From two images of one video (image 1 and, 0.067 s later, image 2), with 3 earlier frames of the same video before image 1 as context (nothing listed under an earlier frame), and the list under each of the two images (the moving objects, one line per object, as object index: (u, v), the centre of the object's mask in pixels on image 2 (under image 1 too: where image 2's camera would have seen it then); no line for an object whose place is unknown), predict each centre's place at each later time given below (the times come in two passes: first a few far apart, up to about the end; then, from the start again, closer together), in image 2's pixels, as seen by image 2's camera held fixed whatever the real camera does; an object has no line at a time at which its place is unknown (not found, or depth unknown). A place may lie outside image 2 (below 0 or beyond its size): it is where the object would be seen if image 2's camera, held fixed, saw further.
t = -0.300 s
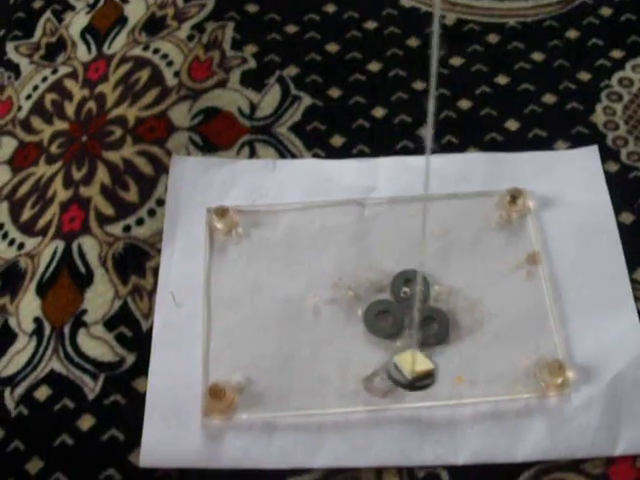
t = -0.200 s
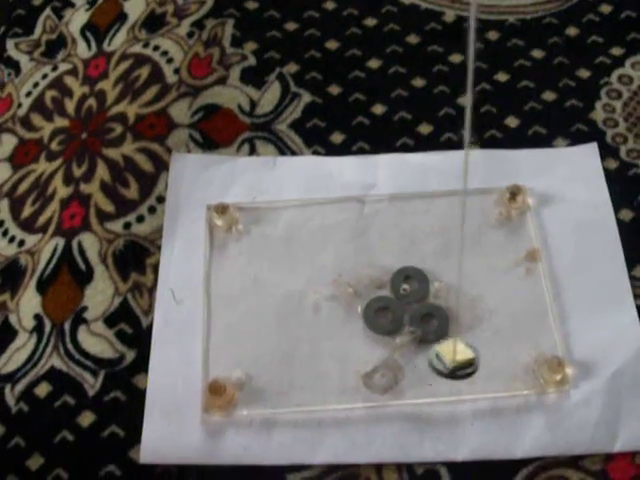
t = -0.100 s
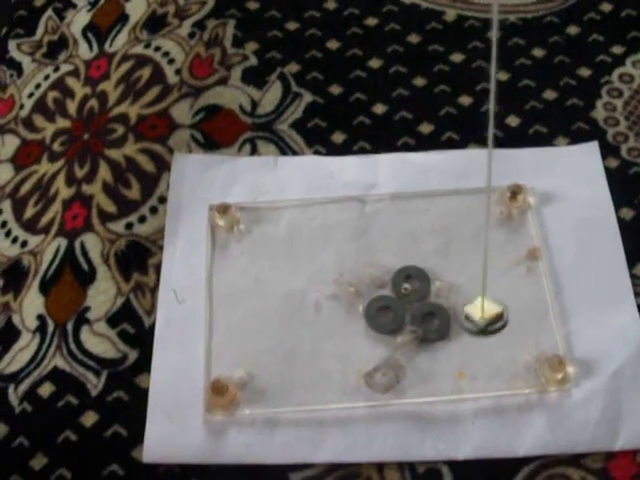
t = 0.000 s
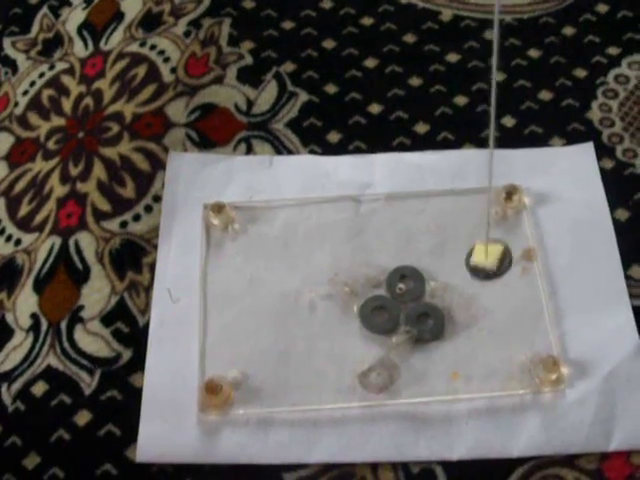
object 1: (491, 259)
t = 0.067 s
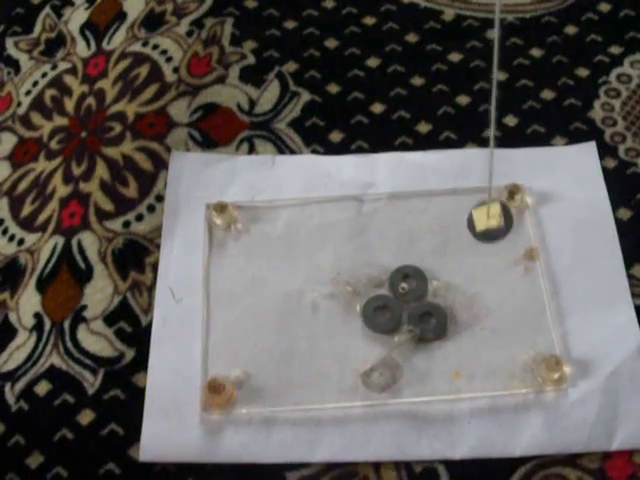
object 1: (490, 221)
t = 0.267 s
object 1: (448, 153)
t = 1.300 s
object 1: (506, 202)
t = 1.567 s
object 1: (422, 189)
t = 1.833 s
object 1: (291, 242)
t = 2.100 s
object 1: (340, 295)
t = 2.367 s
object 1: (504, 283)
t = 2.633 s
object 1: (493, 229)
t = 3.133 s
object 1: (317, 211)
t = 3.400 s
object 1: (372, 320)
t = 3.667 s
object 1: (465, 356)
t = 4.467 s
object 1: (418, 240)
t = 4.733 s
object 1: (400, 330)
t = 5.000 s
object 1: (395, 329)
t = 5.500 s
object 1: (441, 282)
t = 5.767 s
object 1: (447, 325)
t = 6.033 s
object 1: (374, 313)
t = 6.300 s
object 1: (302, 237)
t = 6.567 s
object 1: (374, 209)
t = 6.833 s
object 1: (470, 246)
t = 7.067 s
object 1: (481, 302)
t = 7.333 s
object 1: (344, 314)
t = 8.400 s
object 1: (415, 334)
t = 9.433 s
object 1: (454, 273)
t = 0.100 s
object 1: (487, 203)
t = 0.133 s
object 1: (482, 188)
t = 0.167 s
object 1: (476, 174)
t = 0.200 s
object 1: (468, 165)
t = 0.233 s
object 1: (459, 157)
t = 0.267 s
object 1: (448, 153)
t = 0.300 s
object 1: (436, 154)
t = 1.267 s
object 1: (505, 213)
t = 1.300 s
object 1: (506, 202)
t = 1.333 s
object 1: (505, 194)
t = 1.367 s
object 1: (499, 187)
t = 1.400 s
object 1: (492, 183)
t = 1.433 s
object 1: (481, 180)
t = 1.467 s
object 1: (469, 180)
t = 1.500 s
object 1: (455, 181)
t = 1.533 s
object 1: (439, 184)
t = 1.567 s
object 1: (422, 189)
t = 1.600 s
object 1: (406, 194)
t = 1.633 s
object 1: (388, 200)
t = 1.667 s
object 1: (370, 206)
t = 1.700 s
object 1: (352, 212)
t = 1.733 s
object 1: (334, 219)
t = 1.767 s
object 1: (317, 226)
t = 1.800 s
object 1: (303, 234)
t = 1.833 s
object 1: (291, 242)
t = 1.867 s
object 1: (283, 250)
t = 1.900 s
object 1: (279, 258)
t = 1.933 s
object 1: (279, 266)
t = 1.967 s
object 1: (283, 274)
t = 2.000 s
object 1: (292, 281)
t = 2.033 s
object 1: (305, 287)
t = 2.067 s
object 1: (322, 291)
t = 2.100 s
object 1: (340, 295)
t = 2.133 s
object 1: (362, 297)
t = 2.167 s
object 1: (384, 296)
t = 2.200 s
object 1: (407, 295)
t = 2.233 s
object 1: (427, 295)
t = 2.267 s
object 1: (450, 294)
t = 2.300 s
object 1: (471, 292)
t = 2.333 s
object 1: (490, 287)
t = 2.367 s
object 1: (504, 283)
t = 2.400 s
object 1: (517, 275)
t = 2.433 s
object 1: (526, 268)
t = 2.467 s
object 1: (530, 261)
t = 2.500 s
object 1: (530, 254)
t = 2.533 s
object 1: (526, 247)
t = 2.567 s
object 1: (518, 241)
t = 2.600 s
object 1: (507, 235)
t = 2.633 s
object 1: (493, 229)
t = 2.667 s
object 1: (478, 224)
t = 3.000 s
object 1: (335, 190)
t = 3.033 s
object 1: (327, 193)
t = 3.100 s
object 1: (318, 203)
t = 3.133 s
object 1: (317, 211)
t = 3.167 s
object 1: (318, 220)
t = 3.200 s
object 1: (322, 232)
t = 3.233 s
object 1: (327, 244)
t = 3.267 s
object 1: (334, 259)
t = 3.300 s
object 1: (342, 273)
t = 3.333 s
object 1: (349, 289)
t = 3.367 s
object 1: (360, 304)
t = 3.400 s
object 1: (372, 320)
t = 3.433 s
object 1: (385, 334)
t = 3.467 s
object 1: (398, 347)
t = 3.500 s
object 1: (411, 357)
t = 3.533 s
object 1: (424, 365)
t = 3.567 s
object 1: (436, 369)
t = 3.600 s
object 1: (449, 369)
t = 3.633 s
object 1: (458, 364)
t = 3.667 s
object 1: (465, 356)
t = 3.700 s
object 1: (470, 344)
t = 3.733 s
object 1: (473, 330)
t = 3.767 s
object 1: (474, 315)
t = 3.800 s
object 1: (473, 298)
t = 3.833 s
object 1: (470, 282)
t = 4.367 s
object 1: (426, 207)
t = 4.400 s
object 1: (423, 218)
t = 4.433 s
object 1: (421, 229)
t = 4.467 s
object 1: (418, 240)
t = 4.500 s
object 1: (416, 250)
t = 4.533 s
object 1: (413, 261)
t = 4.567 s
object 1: (411, 273)
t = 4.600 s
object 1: (410, 284)
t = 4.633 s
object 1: (406, 296)
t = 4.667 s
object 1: (404, 308)
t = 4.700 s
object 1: (402, 320)
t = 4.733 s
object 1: (400, 330)
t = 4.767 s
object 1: (398, 337)
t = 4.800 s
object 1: (397, 343)
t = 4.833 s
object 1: (396, 347)
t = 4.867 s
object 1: (395, 347)
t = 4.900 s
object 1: (394, 345)
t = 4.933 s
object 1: (394, 341)
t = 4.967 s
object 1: (394, 336)
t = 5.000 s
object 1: (395, 329)
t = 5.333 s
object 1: (424, 275)
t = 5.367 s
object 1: (427, 274)
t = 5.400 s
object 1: (430, 274)
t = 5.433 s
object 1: (433, 276)
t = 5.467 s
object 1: (438, 278)
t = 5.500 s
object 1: (441, 282)
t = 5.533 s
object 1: (444, 286)
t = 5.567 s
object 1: (447, 291)
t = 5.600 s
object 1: (450, 297)
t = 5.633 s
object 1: (451, 303)
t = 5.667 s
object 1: (452, 308)
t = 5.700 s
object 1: (453, 314)
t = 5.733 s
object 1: (450, 320)
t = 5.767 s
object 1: (447, 325)
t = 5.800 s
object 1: (441, 327)
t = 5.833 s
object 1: (436, 329)
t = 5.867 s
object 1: (429, 328)
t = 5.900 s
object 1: (419, 330)
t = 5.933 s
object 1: (407, 327)
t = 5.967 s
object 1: (395, 324)
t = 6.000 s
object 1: (381, 318)
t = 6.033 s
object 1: (374, 313)
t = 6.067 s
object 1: (355, 305)
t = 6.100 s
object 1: (342, 296)
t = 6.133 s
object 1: (332, 287)
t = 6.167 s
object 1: (322, 276)
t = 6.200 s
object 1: (313, 266)
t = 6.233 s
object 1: (307, 256)
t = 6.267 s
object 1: (303, 246)
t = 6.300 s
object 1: (302, 237)
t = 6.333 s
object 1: (303, 228)
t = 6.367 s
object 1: (308, 221)
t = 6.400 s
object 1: (315, 215)
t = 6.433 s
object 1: (324, 211)
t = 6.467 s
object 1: (335, 209)
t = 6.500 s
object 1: (347, 208)
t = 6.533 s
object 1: (360, 208)
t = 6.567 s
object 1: (374, 209)
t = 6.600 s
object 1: (387, 211)
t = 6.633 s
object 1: (401, 214)
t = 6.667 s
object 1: (413, 218)
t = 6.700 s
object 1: (426, 222)
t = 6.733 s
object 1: (437, 227)
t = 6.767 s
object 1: (449, 233)
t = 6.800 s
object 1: (460, 239)
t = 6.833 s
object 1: (470, 246)
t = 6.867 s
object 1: (479, 254)
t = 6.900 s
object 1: (486, 261)
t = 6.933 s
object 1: (491, 269)
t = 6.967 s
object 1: (493, 278)
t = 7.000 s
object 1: (491, 286)
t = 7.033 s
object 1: (487, 294)
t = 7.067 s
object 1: (481, 302)
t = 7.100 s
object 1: (469, 308)
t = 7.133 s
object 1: (455, 313)
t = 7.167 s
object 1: (437, 319)
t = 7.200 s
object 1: (422, 320)
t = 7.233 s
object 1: (403, 321)
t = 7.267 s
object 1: (382, 320)
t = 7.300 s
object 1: (364, 319)
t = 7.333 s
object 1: (344, 314)
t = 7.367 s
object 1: (329, 308)
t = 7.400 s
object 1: (315, 300)
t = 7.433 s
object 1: (304, 292)
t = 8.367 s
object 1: (430, 324)
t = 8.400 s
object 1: (415, 334)
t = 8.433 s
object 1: (398, 342)
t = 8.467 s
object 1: (380, 347)
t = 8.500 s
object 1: (364, 350)
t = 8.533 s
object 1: (348, 349)
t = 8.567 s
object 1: (334, 344)
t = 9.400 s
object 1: (453, 258)
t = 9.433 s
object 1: (454, 273)
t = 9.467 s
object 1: (454, 288)
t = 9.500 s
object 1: (455, 301)
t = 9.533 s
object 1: (452, 317)
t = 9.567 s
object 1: (444, 331)
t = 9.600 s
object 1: (437, 341)
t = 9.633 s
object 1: (428, 351)
